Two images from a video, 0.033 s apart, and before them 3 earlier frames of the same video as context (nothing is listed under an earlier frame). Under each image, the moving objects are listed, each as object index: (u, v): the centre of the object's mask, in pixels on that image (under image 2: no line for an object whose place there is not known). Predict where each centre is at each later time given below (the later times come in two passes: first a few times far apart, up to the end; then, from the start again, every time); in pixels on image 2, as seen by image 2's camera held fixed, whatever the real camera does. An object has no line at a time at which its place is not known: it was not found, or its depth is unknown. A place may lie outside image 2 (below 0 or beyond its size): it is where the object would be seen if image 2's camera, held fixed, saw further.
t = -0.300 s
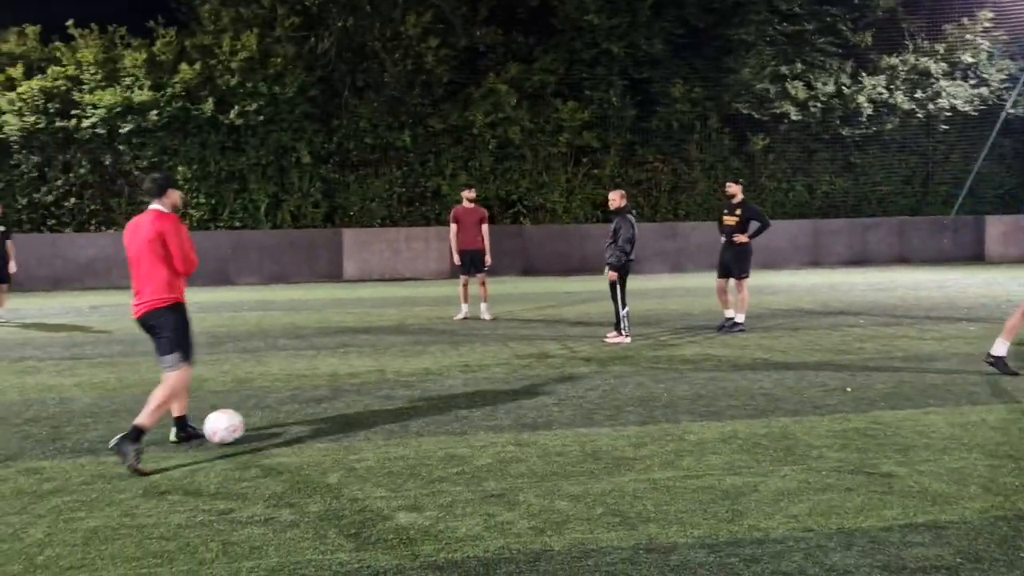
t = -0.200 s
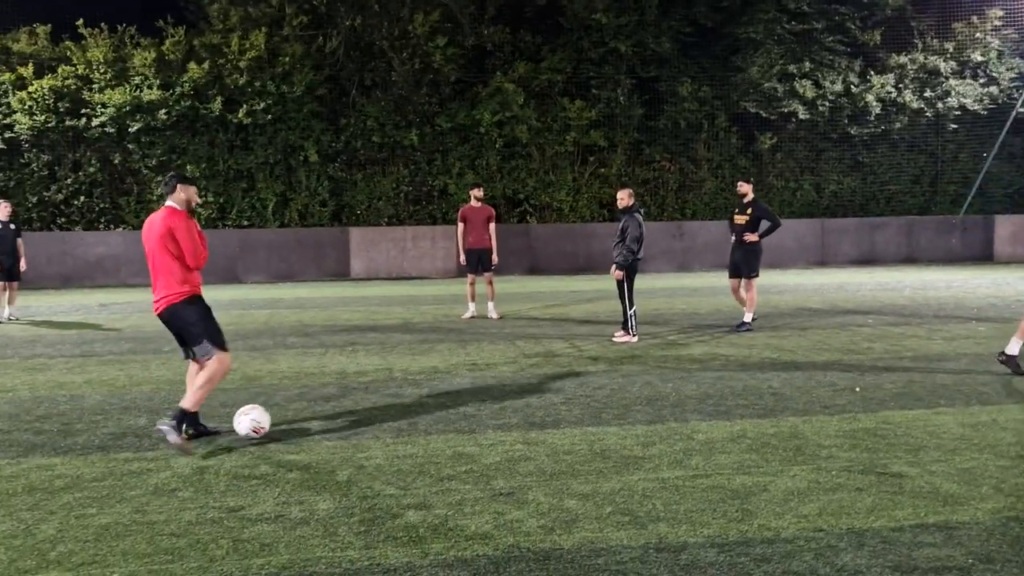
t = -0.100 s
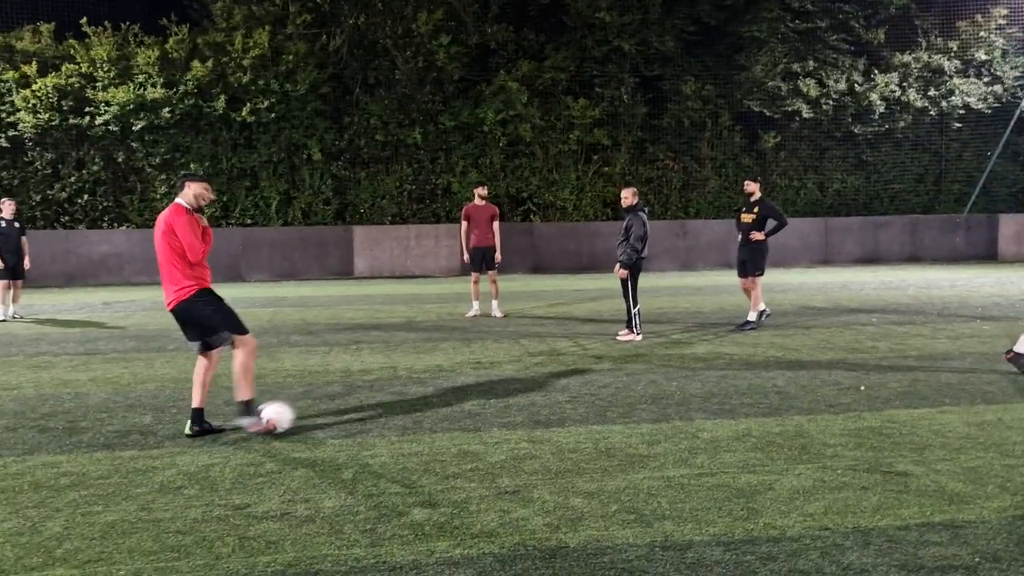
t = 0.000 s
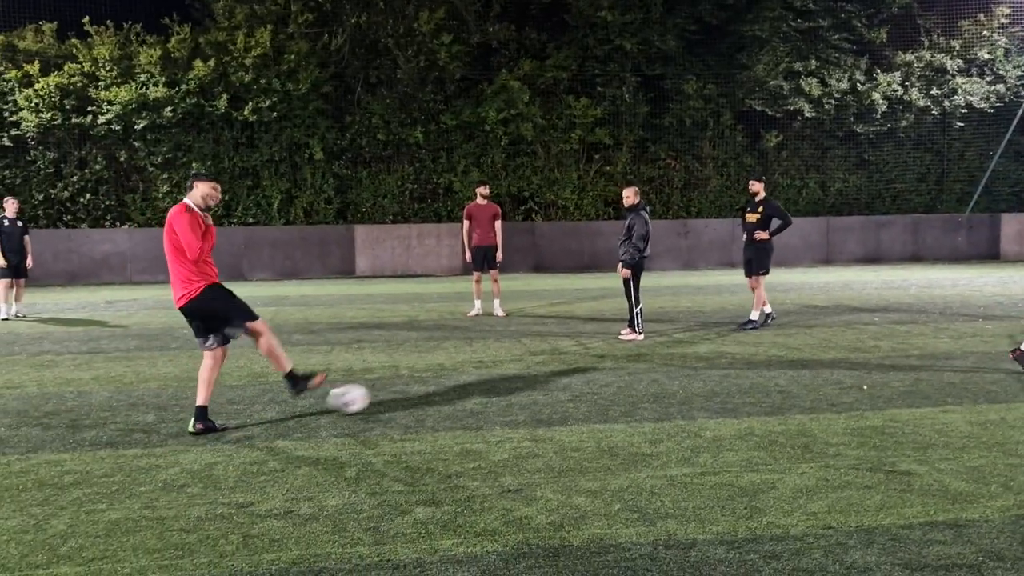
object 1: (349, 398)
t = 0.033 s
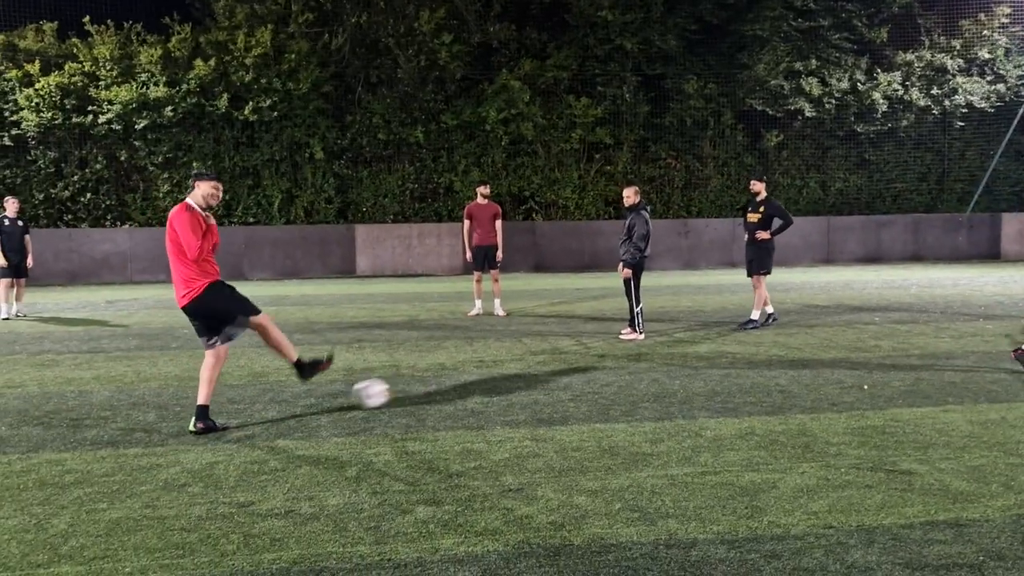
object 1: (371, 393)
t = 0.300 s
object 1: (490, 363)
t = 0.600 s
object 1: (567, 344)
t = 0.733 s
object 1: (593, 337)
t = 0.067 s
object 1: (390, 387)
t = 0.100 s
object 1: (408, 384)
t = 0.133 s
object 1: (425, 380)
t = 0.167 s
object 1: (440, 376)
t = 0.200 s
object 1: (454, 373)
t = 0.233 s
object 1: (468, 369)
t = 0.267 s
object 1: (479, 366)
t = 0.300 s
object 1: (490, 363)
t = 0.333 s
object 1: (500, 360)
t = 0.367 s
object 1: (511, 358)
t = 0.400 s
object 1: (519, 355)
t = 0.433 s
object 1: (528, 353)
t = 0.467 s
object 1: (537, 352)
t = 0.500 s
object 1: (545, 349)
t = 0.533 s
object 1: (552, 348)
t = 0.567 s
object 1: (559, 346)
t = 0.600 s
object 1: (567, 344)
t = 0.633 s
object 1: (574, 343)
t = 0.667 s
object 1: (580, 341)
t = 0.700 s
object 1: (587, 339)
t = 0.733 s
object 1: (593, 337)
